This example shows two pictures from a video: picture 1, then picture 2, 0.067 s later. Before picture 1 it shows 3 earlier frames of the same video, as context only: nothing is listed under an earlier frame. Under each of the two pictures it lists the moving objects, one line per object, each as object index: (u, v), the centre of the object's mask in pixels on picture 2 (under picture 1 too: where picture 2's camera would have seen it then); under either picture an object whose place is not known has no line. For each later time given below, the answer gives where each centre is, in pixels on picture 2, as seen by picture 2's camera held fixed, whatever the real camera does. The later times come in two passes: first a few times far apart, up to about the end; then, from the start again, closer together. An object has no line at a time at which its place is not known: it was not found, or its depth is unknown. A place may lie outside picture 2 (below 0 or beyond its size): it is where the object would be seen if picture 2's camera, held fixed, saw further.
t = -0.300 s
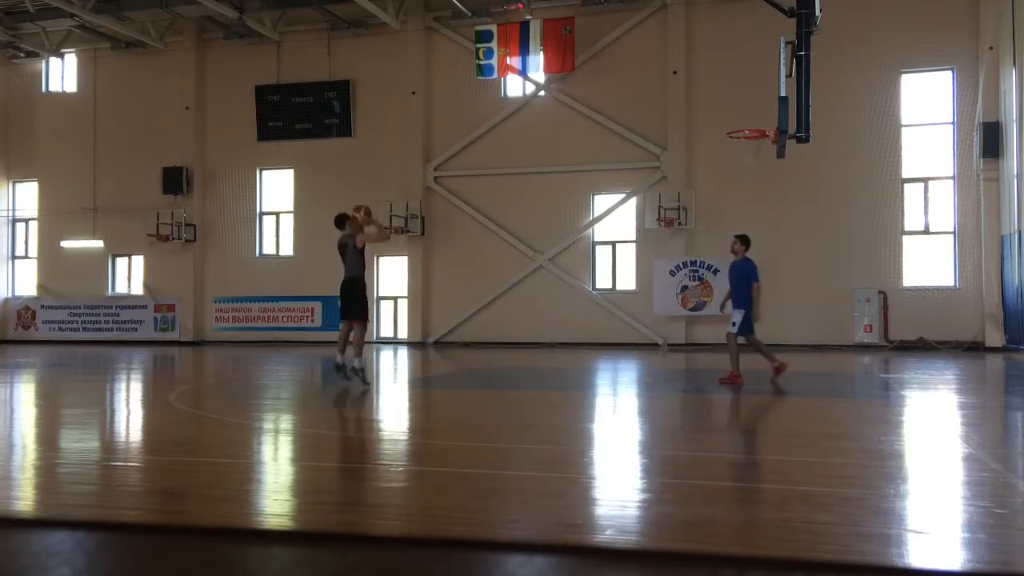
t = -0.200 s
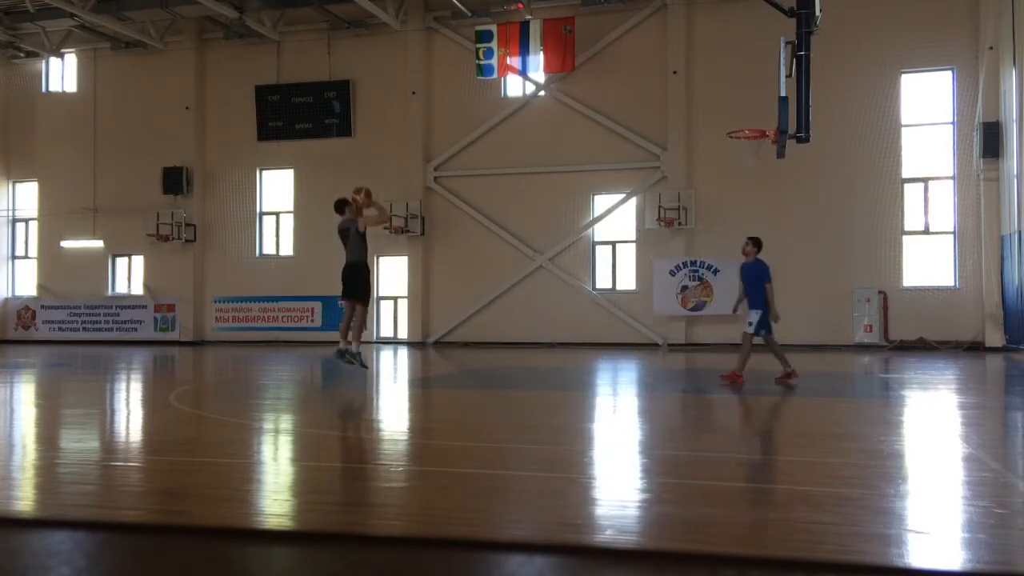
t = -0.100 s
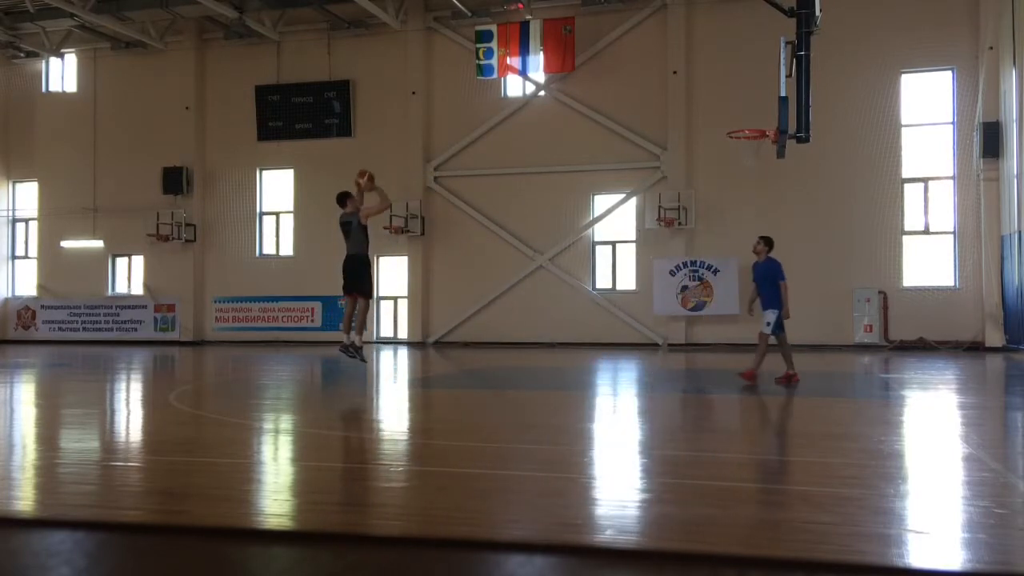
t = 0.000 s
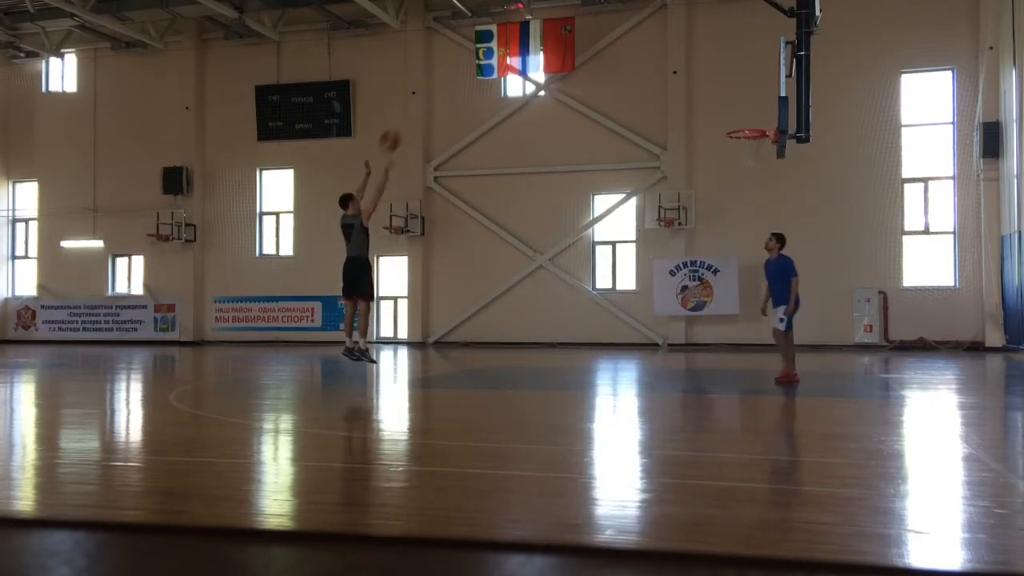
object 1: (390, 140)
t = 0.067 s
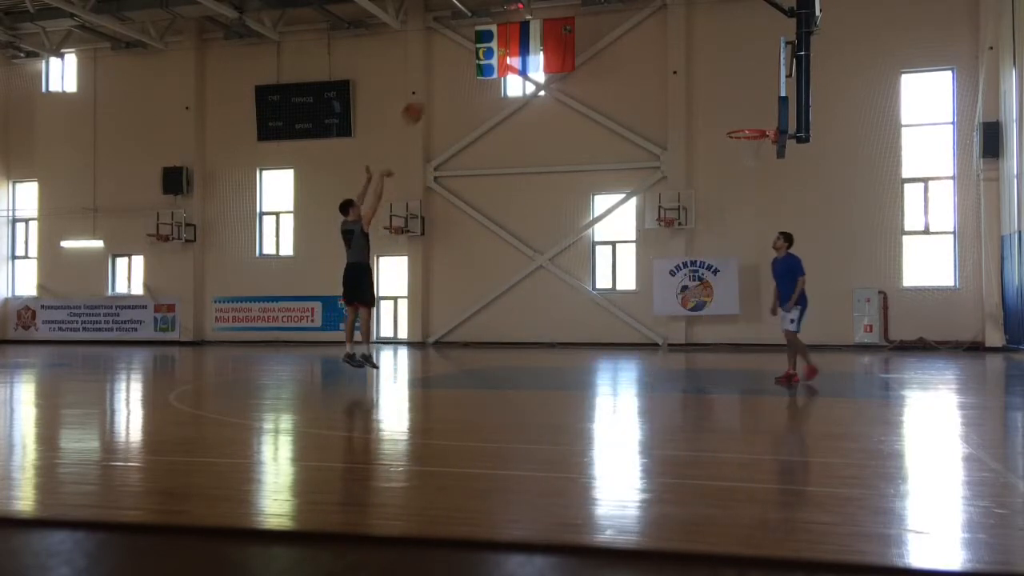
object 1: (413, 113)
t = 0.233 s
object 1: (471, 58)
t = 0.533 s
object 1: (573, 18)
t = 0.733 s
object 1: (638, 28)
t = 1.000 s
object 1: (720, 93)
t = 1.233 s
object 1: (763, 158)
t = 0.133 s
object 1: (437, 87)
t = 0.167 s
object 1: (449, 76)
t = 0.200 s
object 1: (460, 66)
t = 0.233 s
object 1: (471, 58)
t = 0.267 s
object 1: (480, 49)
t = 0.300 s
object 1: (495, 42)
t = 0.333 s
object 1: (509, 36)
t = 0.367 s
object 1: (517, 30)
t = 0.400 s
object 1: (528, 26)
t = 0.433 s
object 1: (540, 21)
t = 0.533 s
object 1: (573, 18)
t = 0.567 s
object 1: (584, 17)
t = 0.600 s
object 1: (595, 18)
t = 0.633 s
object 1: (605, 20)
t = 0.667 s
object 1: (617, 20)
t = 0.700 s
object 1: (627, 23)
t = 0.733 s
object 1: (638, 28)
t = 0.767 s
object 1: (648, 33)
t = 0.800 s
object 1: (658, 39)
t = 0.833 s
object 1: (668, 46)
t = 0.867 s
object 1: (679, 54)
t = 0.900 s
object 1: (689, 63)
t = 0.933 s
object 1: (700, 72)
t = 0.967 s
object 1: (709, 82)
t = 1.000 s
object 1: (720, 93)
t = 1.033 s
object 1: (730, 105)
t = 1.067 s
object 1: (739, 117)
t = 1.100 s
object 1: (749, 132)
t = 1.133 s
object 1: (759, 146)
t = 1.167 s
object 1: (763, 149)
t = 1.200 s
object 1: (763, 153)
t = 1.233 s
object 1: (763, 158)
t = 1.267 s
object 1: (763, 165)
